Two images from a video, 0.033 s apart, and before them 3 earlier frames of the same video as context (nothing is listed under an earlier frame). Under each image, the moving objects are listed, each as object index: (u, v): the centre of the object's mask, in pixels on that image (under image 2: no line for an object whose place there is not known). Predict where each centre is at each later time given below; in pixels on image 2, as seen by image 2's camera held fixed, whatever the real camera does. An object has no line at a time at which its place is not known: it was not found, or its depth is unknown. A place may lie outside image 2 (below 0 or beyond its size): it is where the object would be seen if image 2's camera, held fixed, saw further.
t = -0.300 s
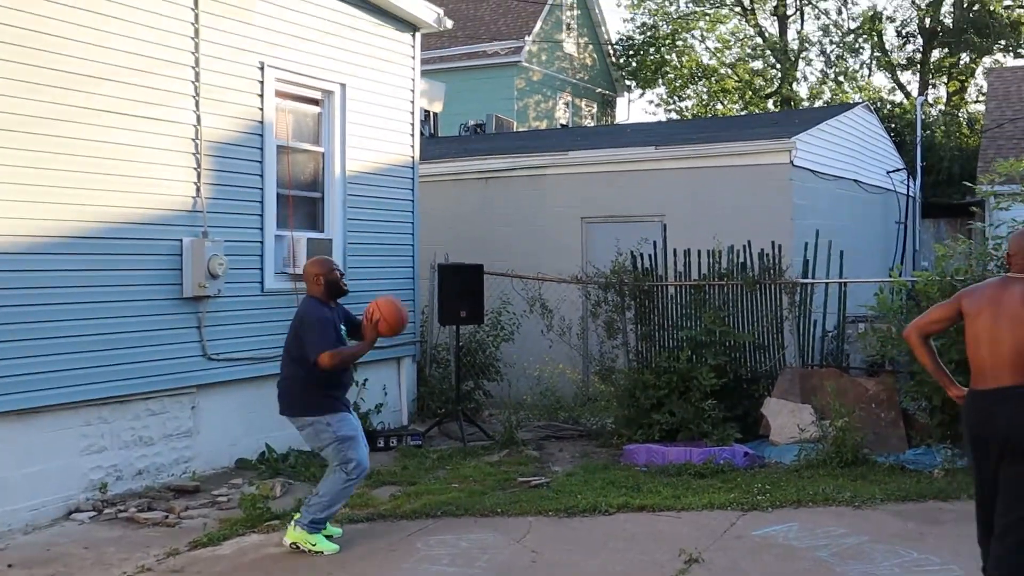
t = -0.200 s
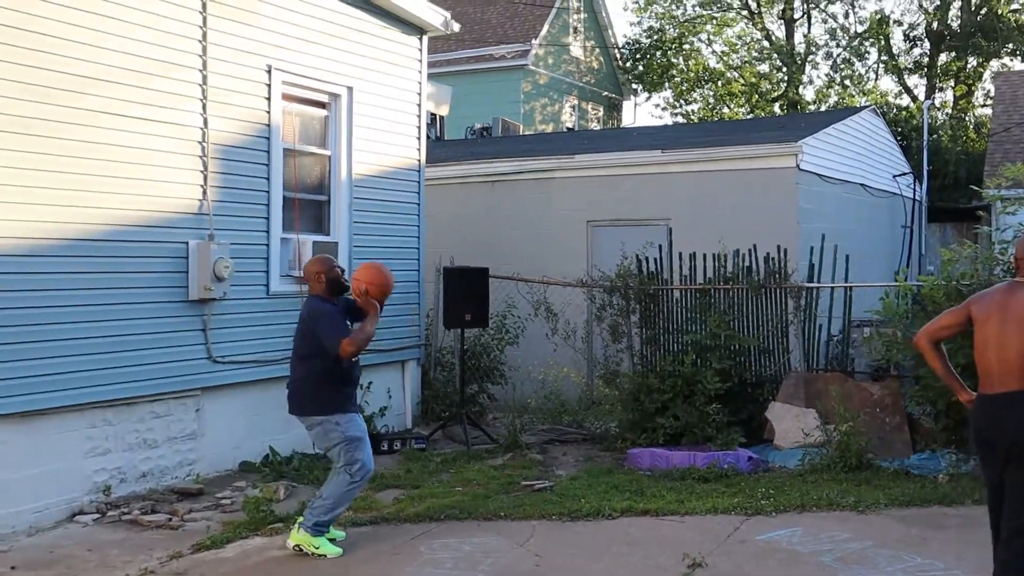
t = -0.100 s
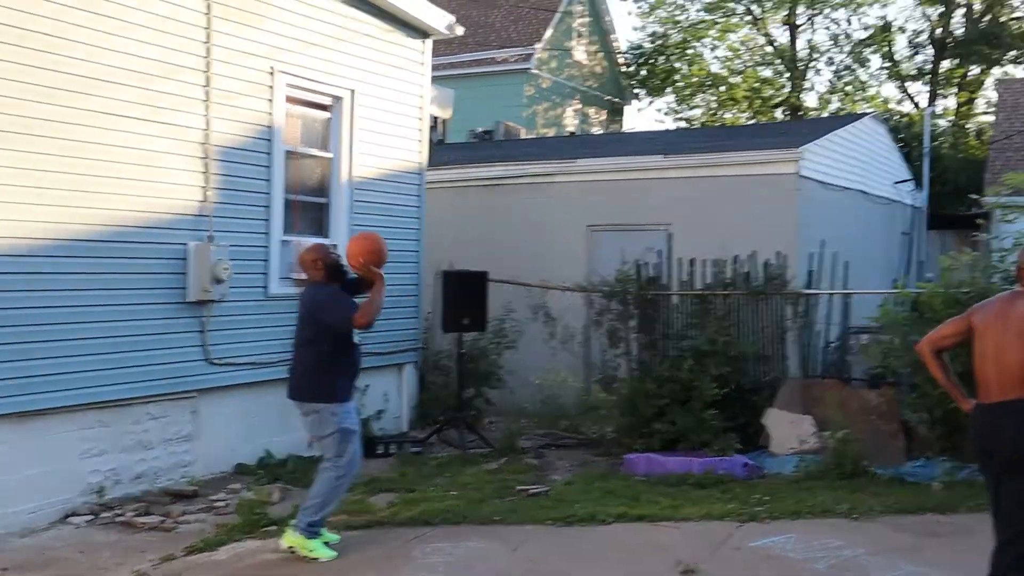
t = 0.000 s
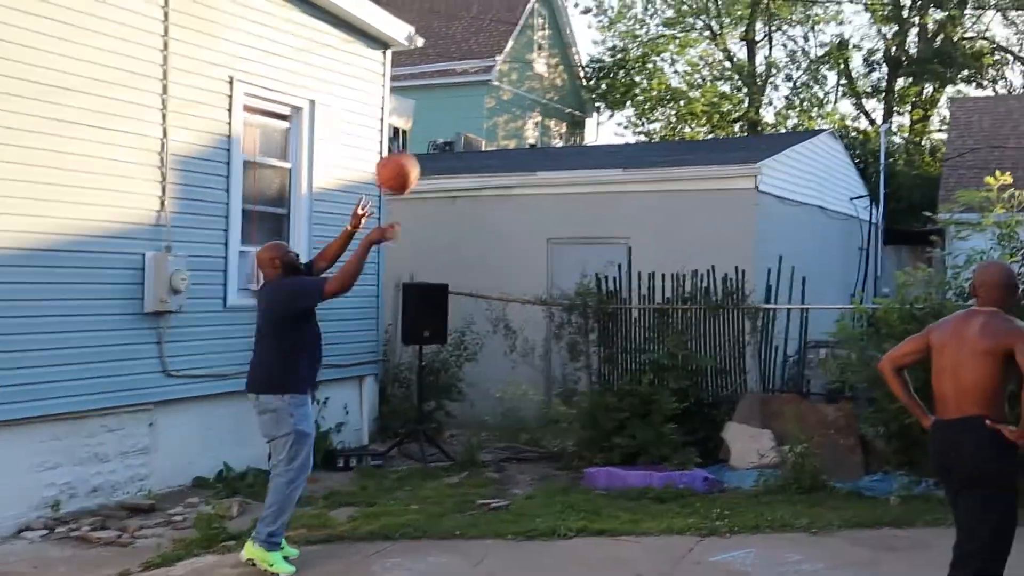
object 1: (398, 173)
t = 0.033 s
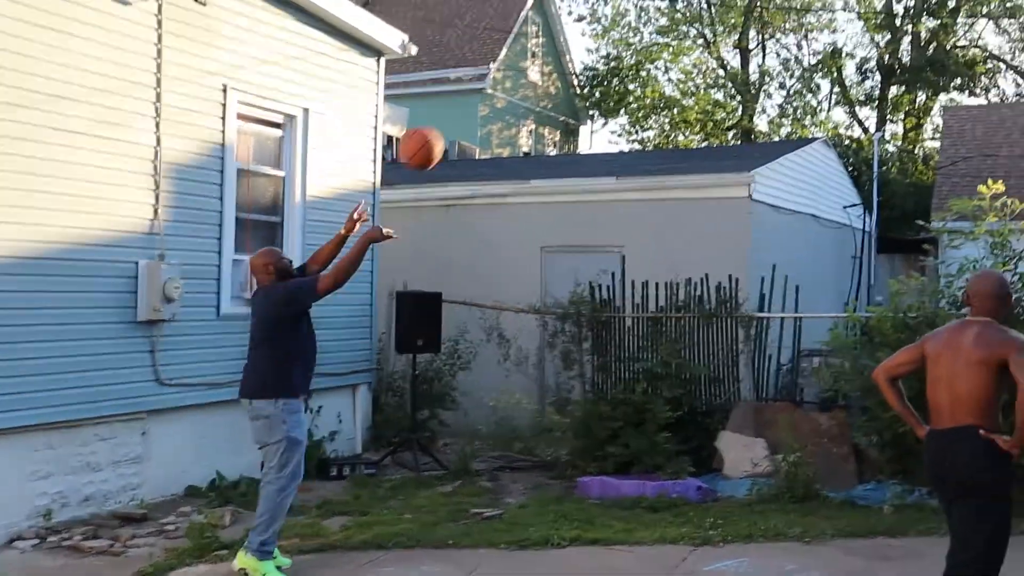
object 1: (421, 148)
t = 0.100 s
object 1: (483, 87)
